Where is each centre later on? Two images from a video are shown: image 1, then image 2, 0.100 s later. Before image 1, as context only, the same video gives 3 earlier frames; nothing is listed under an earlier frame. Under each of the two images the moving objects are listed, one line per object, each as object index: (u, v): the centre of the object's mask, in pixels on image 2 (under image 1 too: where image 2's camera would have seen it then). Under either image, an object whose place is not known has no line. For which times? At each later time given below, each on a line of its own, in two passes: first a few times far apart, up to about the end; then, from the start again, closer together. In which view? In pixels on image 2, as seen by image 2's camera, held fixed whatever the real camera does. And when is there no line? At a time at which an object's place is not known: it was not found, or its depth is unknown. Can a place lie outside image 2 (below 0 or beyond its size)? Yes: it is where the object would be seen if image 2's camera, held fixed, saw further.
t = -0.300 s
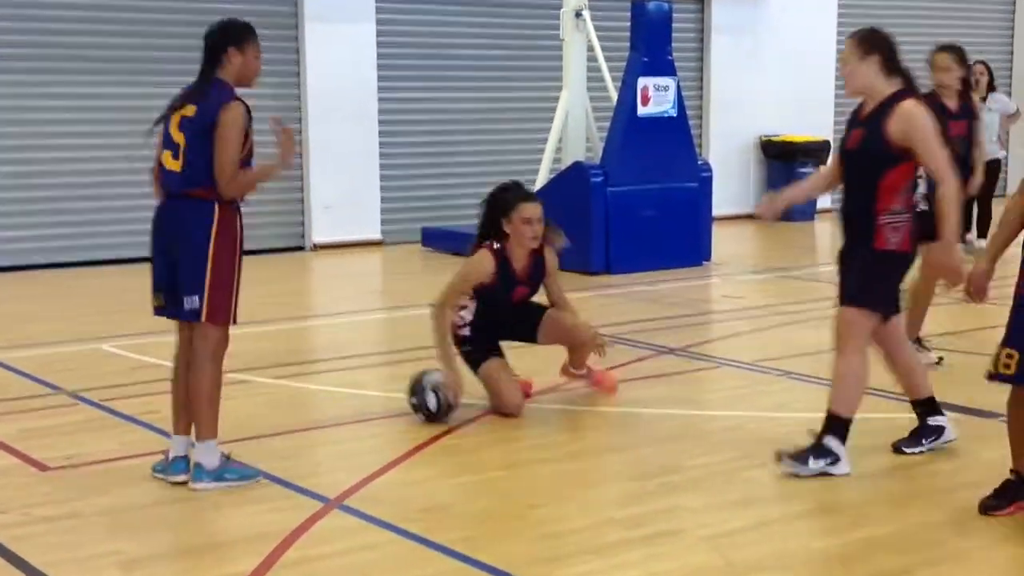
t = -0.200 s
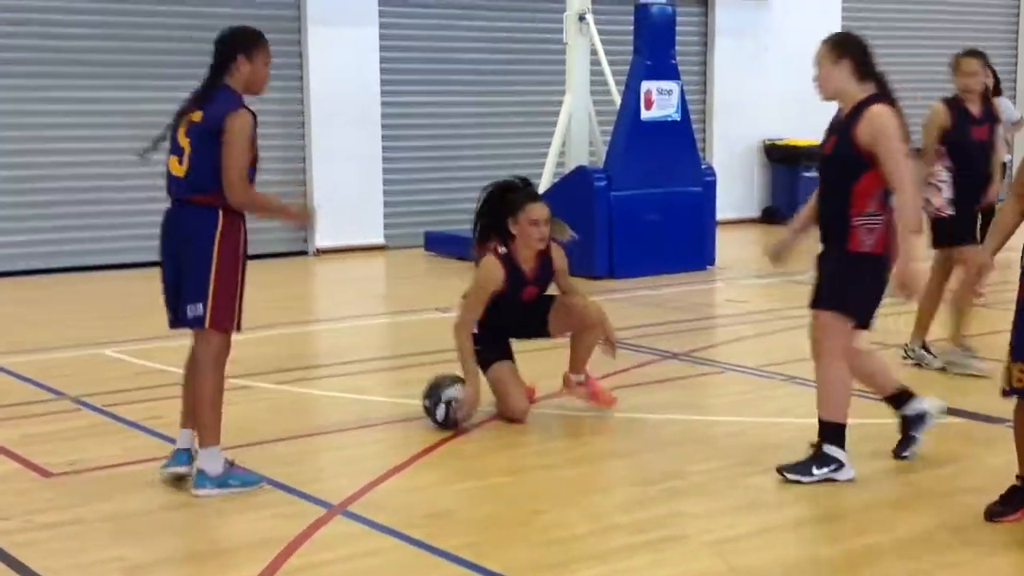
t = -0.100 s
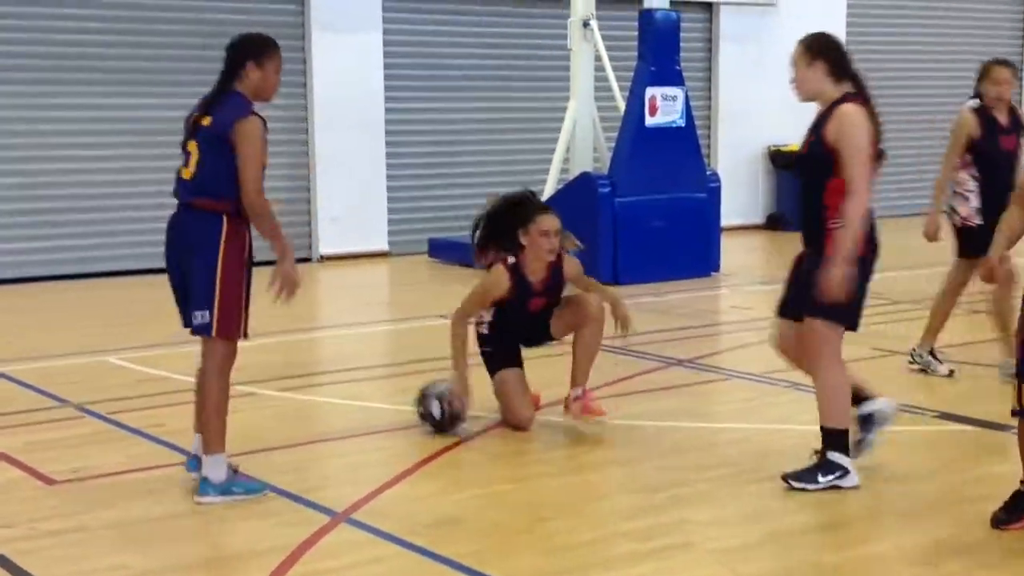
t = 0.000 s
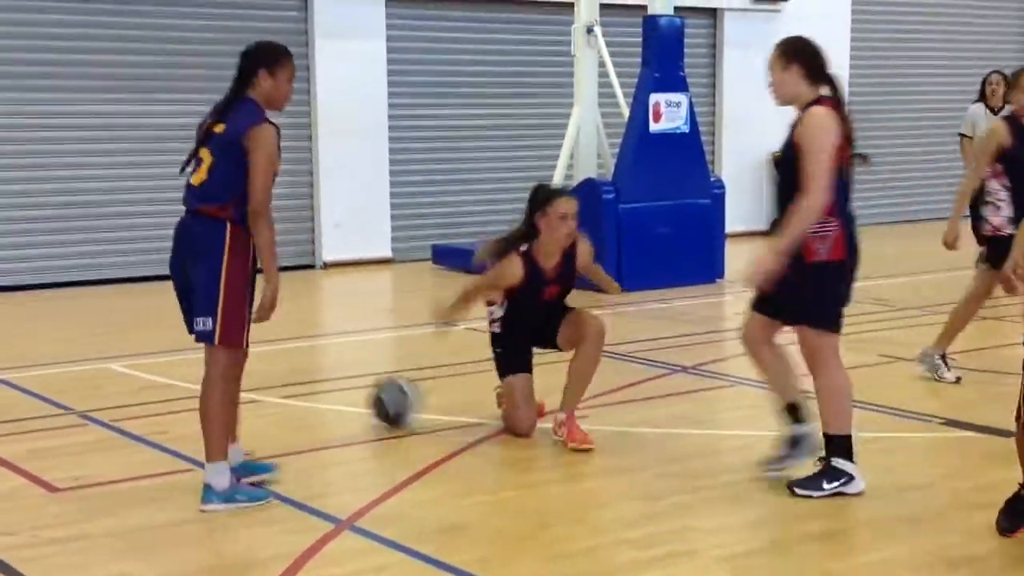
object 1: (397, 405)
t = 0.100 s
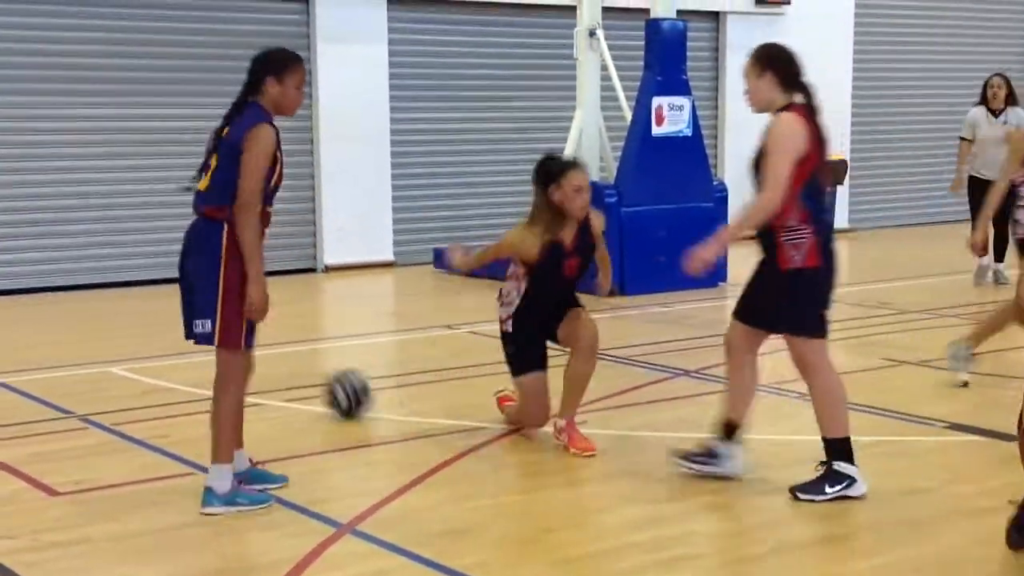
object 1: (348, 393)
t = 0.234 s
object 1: (295, 381)
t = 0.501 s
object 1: (191, 356)
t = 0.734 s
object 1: (119, 339)
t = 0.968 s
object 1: (55, 325)
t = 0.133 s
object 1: (333, 389)
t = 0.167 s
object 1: (320, 386)
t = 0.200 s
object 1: (303, 384)
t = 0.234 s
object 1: (295, 381)
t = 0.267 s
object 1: (290, 383)
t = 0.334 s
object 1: (256, 373)
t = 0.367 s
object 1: (261, 371)
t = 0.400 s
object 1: (217, 364)
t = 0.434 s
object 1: (213, 361)
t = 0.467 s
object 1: (202, 359)
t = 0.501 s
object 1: (191, 356)
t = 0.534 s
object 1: (181, 353)
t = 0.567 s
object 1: (169, 352)
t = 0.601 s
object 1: (158, 349)
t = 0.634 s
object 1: (149, 346)
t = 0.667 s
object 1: (137, 345)
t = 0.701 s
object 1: (128, 341)
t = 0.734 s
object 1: (119, 339)
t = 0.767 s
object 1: (107, 337)
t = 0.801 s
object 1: (98, 335)
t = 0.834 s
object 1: (90, 332)
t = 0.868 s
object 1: (81, 331)
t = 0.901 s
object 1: (73, 329)
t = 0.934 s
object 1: (65, 327)
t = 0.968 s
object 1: (55, 325)
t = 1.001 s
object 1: (49, 323)
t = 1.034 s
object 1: (47, 322)
